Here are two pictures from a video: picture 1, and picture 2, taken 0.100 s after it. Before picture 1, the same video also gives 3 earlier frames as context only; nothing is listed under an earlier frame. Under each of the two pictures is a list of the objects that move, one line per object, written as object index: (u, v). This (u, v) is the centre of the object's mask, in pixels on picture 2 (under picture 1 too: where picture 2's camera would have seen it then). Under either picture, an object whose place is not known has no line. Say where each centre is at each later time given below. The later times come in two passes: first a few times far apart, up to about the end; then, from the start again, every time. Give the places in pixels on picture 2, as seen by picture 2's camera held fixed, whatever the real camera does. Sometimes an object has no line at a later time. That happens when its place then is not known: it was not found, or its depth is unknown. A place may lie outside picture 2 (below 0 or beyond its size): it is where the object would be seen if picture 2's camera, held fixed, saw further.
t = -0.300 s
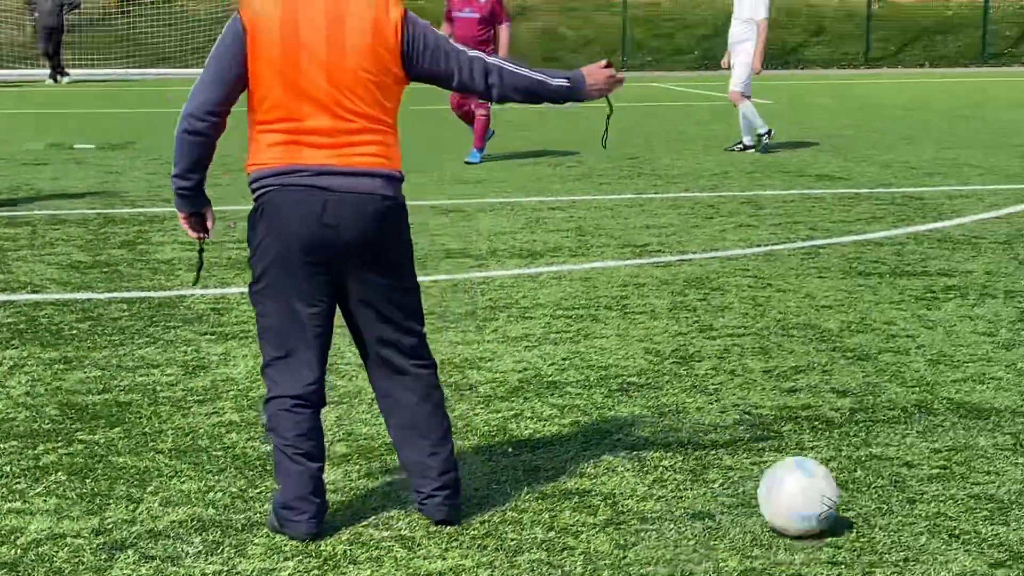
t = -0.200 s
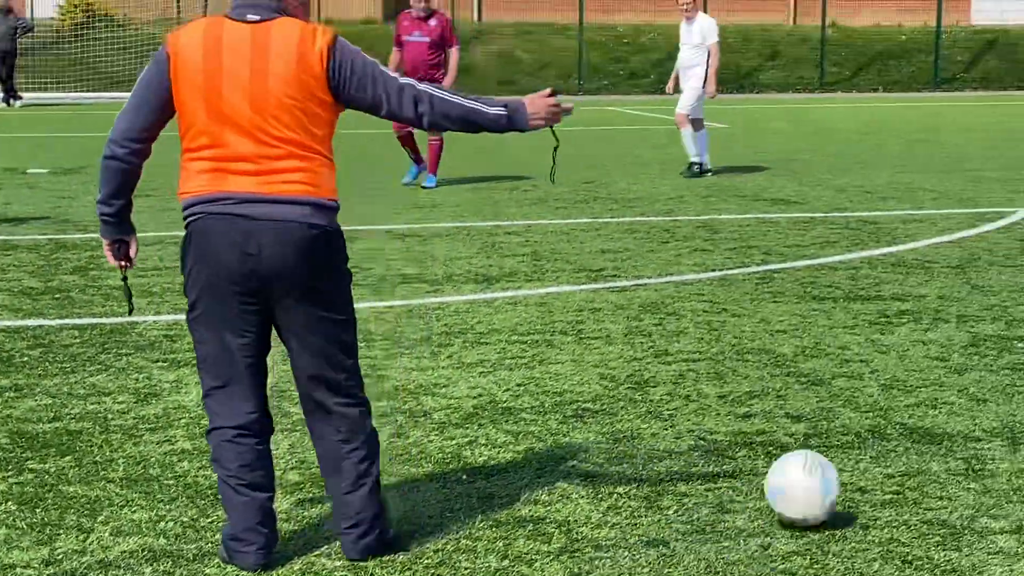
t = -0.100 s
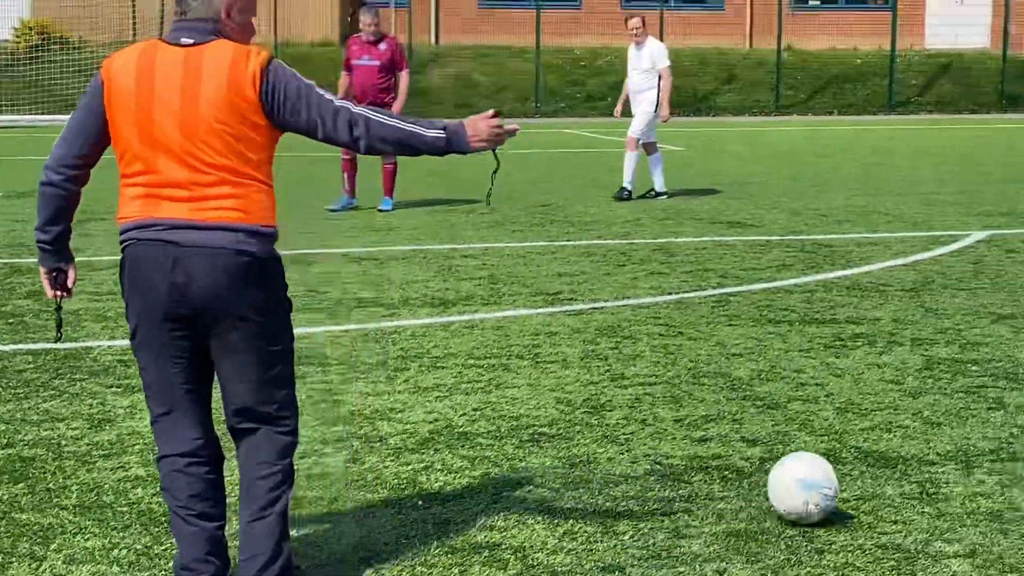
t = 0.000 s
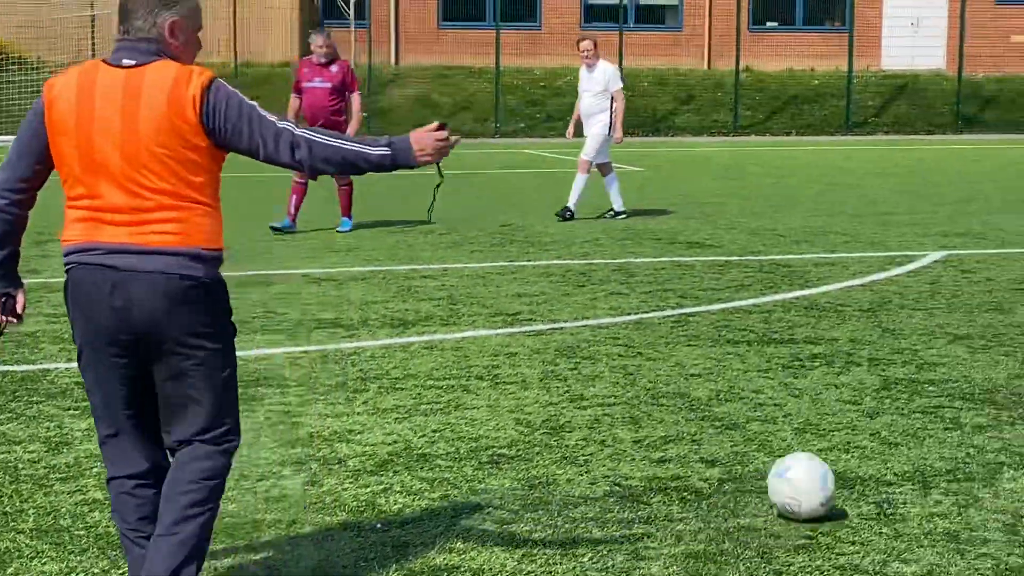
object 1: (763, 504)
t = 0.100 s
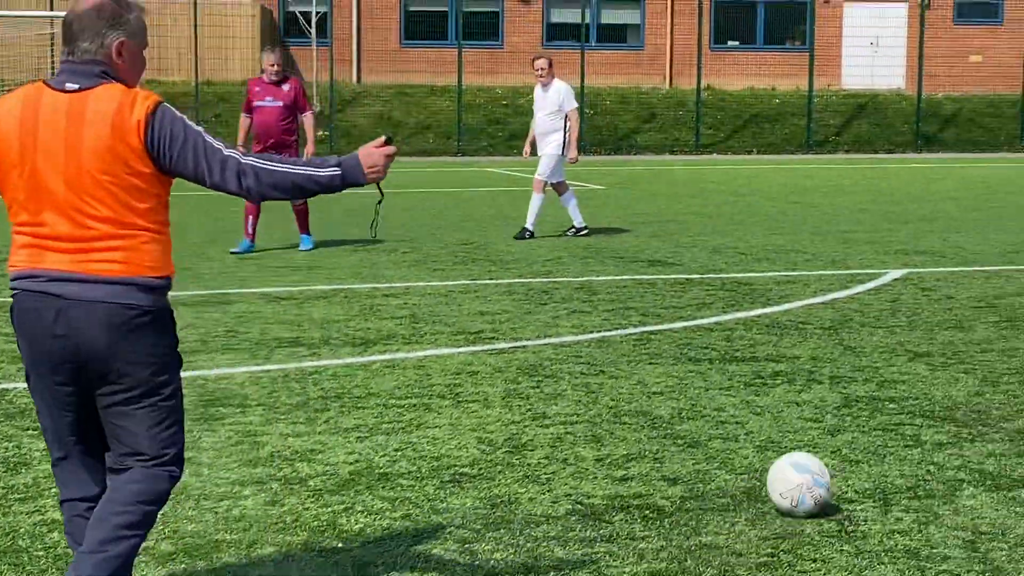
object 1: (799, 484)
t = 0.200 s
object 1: (831, 462)
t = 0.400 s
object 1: (887, 435)
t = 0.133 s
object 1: (809, 476)
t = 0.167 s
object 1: (821, 467)
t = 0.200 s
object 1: (831, 462)
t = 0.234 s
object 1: (840, 458)
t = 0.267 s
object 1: (850, 454)
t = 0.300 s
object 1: (860, 447)
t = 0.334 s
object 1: (868, 443)
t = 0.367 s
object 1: (878, 439)
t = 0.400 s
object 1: (887, 435)
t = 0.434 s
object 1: (895, 430)
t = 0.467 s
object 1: (904, 425)
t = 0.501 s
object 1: (912, 421)
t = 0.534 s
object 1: (919, 415)
